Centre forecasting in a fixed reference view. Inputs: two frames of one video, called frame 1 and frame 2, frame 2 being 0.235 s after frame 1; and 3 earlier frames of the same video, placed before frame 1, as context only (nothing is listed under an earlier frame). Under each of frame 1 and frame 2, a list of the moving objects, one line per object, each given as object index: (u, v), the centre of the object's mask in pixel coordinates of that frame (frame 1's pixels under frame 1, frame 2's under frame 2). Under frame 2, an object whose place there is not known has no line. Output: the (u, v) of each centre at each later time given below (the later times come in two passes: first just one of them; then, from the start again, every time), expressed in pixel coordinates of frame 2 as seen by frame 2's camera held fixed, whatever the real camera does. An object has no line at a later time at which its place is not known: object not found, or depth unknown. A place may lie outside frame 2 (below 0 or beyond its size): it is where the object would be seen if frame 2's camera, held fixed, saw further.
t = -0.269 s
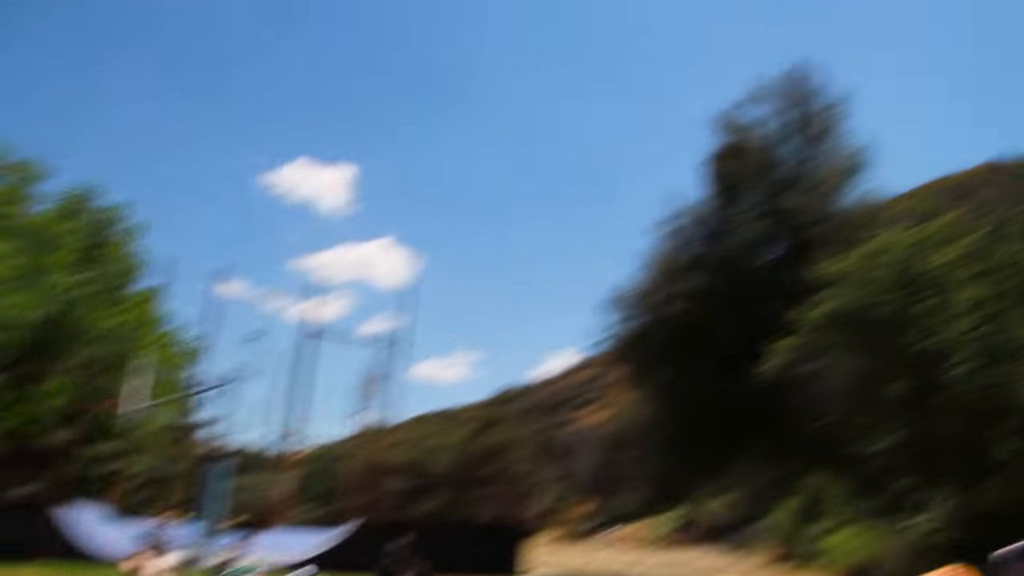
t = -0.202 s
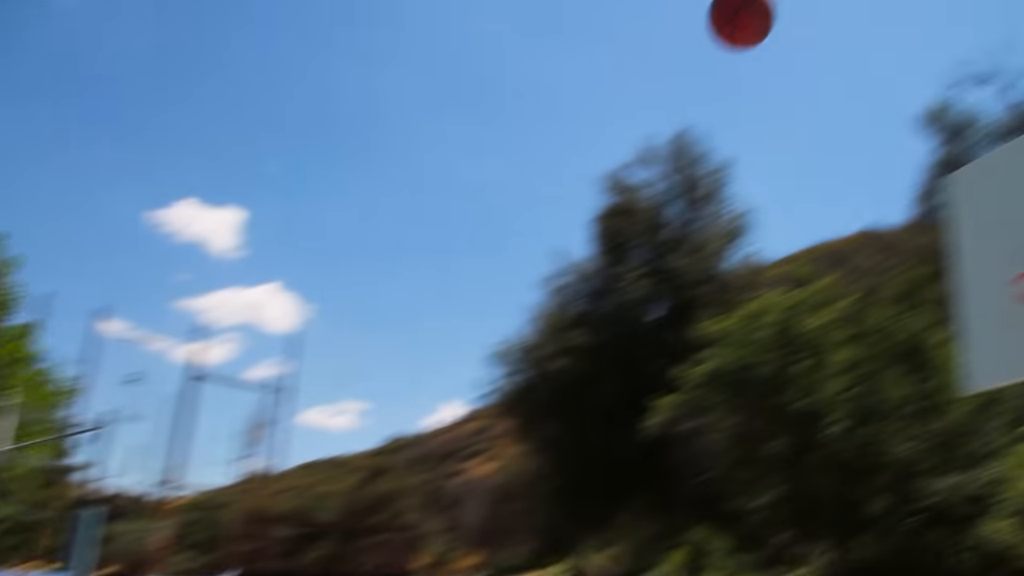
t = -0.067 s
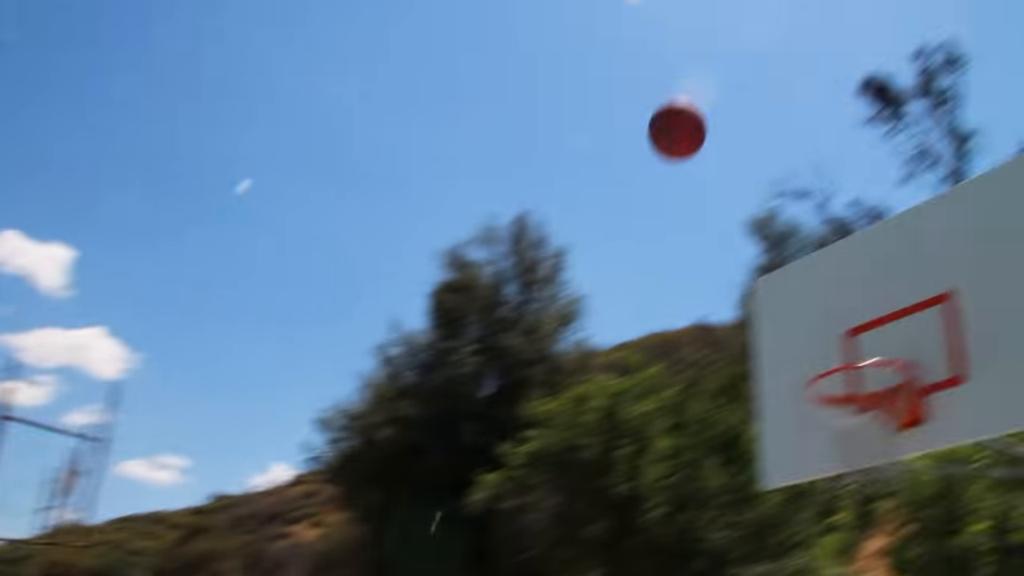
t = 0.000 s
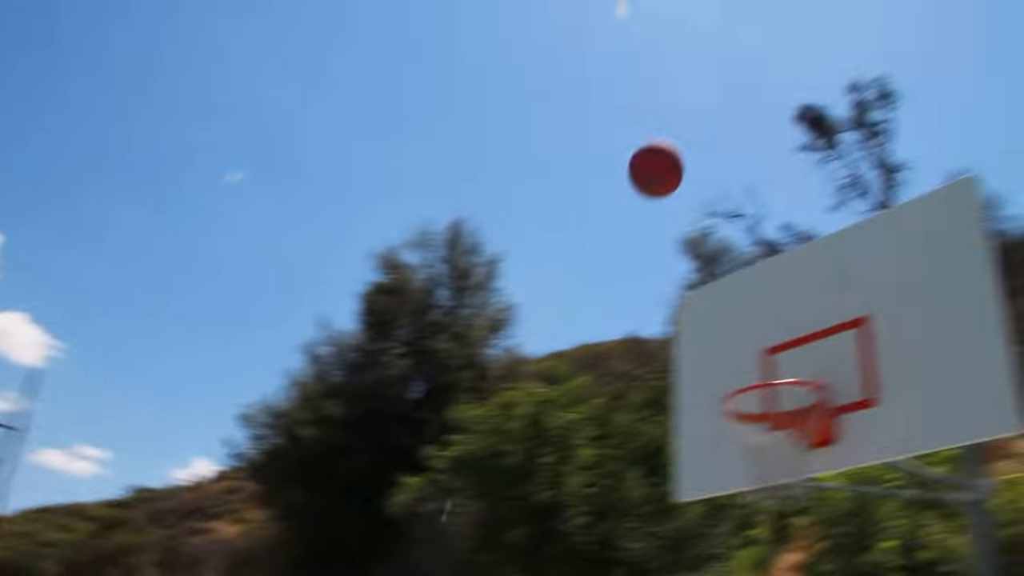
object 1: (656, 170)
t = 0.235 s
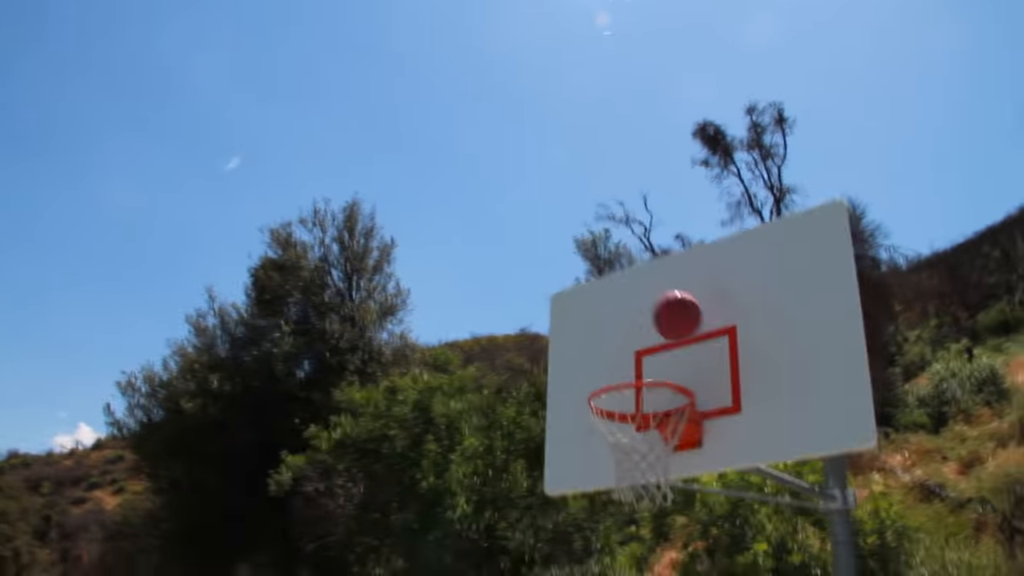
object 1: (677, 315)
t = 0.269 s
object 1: (696, 343)
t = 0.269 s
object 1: (696, 343)
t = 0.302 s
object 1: (701, 363)
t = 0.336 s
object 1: (690, 370)
